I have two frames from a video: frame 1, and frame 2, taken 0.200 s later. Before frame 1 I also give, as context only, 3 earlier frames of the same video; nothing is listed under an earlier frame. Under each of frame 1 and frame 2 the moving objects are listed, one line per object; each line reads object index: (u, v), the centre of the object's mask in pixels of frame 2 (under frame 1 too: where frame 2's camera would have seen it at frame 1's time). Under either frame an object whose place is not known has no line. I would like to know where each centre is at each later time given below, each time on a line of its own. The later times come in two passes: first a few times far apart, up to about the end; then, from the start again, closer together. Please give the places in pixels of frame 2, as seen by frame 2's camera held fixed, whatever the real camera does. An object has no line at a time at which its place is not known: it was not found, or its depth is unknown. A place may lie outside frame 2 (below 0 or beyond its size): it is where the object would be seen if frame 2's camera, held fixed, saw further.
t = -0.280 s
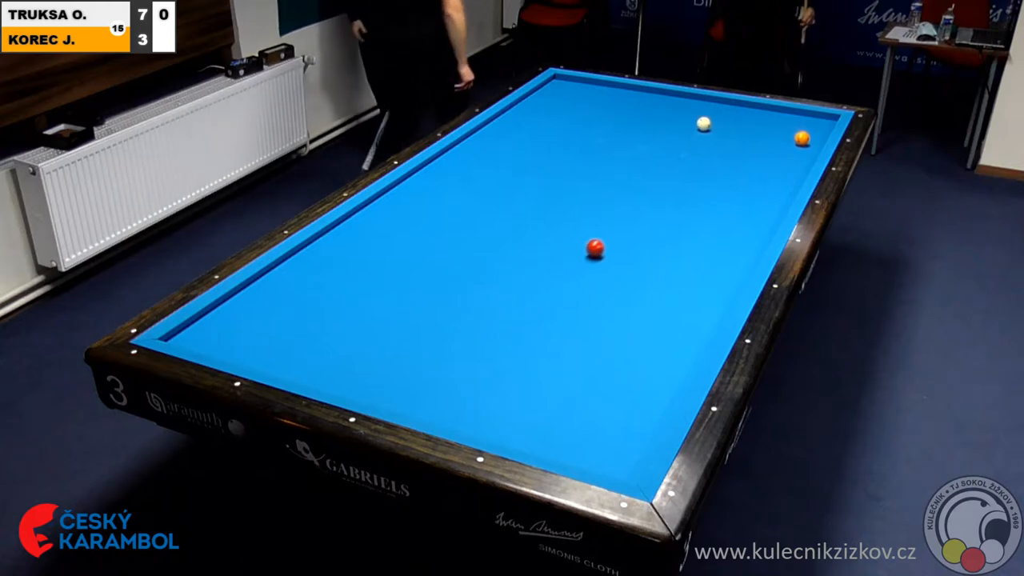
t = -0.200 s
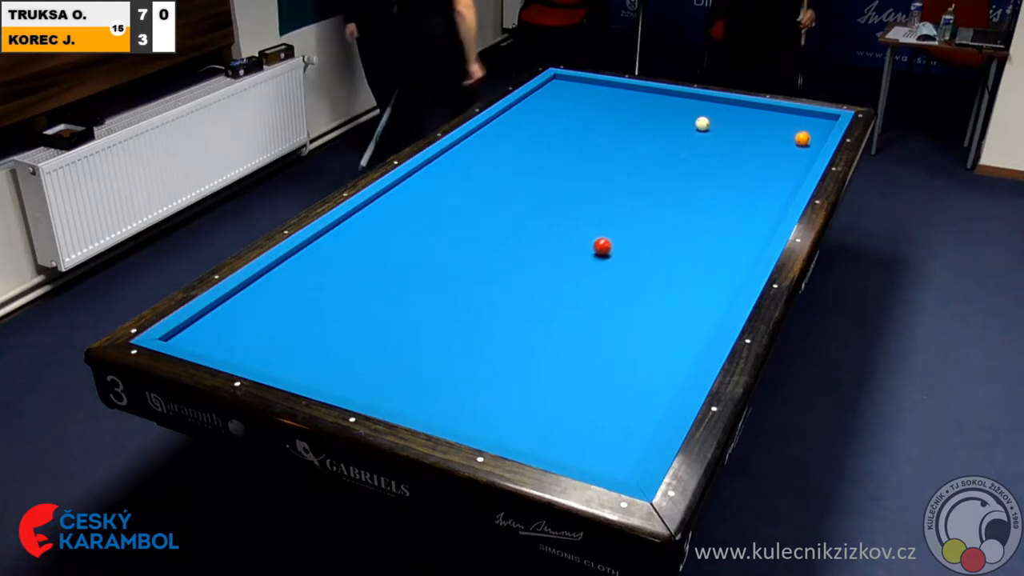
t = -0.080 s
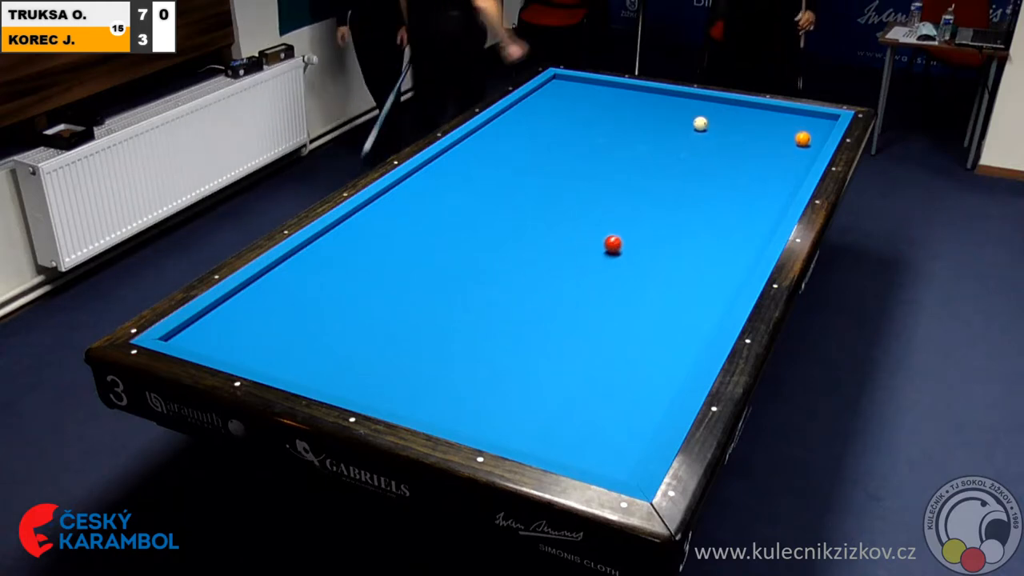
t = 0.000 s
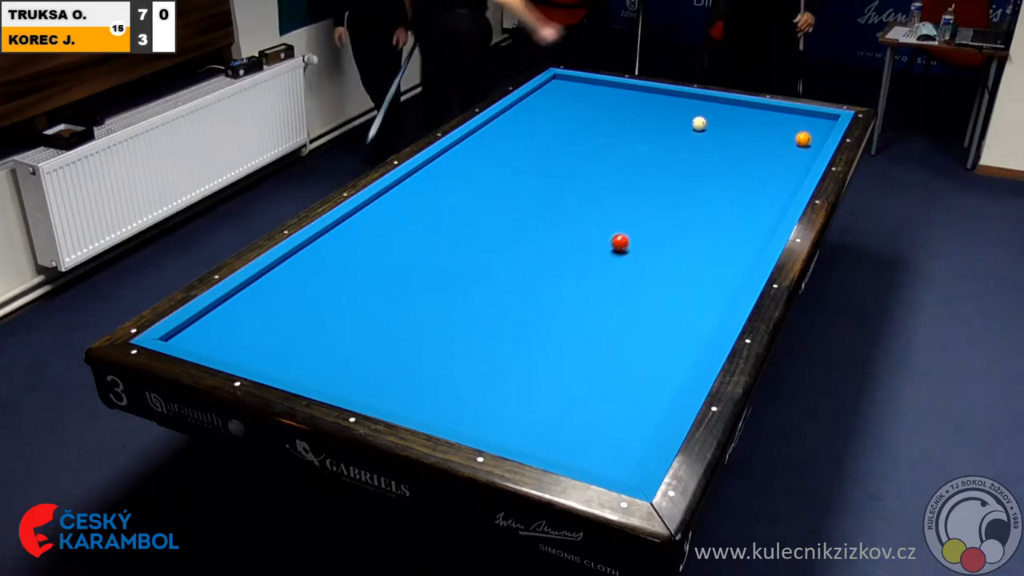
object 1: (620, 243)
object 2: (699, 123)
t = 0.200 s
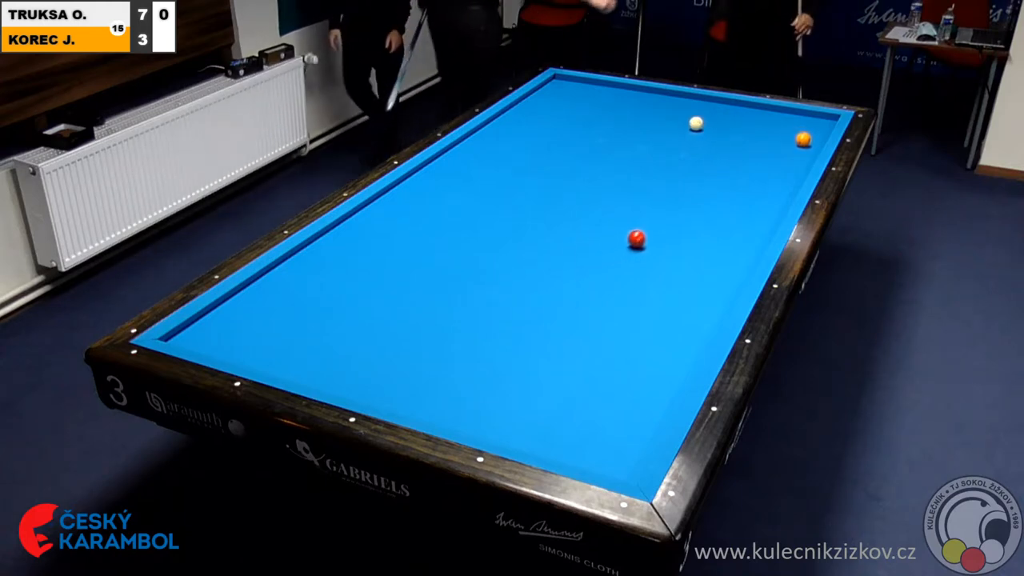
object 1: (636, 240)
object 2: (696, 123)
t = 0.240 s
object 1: (640, 239)
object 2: (696, 123)
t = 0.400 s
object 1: (653, 236)
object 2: (694, 123)
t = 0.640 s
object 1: (671, 232)
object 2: (691, 123)
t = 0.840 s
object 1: (686, 228)
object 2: (690, 123)
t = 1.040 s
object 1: (700, 225)
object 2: (688, 123)
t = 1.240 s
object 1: (713, 222)
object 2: (687, 123)
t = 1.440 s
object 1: (726, 219)
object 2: (687, 123)
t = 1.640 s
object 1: (738, 216)
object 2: (687, 123)
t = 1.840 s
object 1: (750, 213)
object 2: (687, 123)
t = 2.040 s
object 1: (761, 211)
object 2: (687, 123)
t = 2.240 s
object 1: (771, 209)
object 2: (687, 123)
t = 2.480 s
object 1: (782, 205)
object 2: (687, 123)
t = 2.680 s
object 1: (781, 203)
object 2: (687, 123)
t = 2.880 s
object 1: (779, 200)
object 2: (687, 123)
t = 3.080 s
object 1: (777, 197)
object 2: (687, 123)
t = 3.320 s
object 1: (774, 194)
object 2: (687, 123)
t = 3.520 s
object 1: (773, 191)
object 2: (687, 123)
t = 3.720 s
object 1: (771, 189)
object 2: (687, 123)
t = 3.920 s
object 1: (770, 187)
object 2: (687, 123)
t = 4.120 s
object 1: (768, 185)
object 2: (687, 123)
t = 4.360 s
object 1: (767, 183)
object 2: (687, 123)
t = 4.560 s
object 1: (766, 182)
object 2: (687, 123)
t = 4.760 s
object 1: (765, 181)
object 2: (687, 123)
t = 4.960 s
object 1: (765, 180)
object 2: (687, 123)
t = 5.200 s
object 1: (764, 180)
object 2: (687, 123)
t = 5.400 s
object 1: (764, 179)
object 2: (687, 123)
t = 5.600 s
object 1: (763, 179)
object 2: (687, 123)
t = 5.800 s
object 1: (763, 179)
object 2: (687, 123)
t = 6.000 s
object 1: (763, 179)
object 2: (687, 123)
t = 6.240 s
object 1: (763, 179)
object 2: (687, 123)
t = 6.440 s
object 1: (763, 179)
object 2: (687, 123)
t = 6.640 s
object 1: (763, 179)
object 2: (687, 123)
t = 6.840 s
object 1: (763, 179)
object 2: (687, 123)
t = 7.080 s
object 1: (763, 179)
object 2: (687, 123)
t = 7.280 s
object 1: (763, 179)
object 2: (687, 123)
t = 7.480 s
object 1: (763, 179)
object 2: (687, 123)
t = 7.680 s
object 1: (763, 179)
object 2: (687, 123)
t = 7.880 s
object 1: (763, 179)
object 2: (687, 123)
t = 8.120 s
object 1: (763, 179)
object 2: (687, 123)
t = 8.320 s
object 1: (763, 179)
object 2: (687, 123)
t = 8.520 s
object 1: (763, 179)
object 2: (687, 123)
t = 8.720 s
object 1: (763, 179)
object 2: (687, 123)
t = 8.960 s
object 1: (763, 179)
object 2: (687, 123)
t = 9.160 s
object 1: (763, 179)
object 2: (687, 123)
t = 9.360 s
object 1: (763, 179)
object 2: (687, 123)
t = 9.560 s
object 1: (763, 179)
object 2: (687, 123)
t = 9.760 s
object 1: (763, 179)
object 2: (687, 123)
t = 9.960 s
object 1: (763, 179)
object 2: (687, 123)
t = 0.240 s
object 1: (640, 239)
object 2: (696, 123)
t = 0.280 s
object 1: (643, 238)
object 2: (695, 123)
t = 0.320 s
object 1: (646, 238)
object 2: (695, 123)
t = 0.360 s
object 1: (649, 237)
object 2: (694, 123)
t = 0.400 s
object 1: (653, 236)
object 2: (694, 123)
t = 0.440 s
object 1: (656, 235)
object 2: (693, 123)
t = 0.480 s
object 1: (659, 235)
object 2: (693, 123)
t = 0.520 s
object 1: (662, 234)
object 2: (692, 123)
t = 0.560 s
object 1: (665, 233)
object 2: (692, 123)
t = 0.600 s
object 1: (668, 232)
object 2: (691, 123)
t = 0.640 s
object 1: (671, 232)
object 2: (691, 123)
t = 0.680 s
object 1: (674, 231)
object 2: (691, 123)
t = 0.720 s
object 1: (677, 231)
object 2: (691, 123)
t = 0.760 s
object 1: (680, 230)
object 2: (690, 123)
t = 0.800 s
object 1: (683, 229)
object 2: (690, 123)
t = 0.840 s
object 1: (686, 228)
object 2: (690, 123)
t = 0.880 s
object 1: (689, 228)
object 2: (689, 123)
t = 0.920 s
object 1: (691, 227)
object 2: (689, 123)
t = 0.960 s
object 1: (694, 227)
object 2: (689, 123)
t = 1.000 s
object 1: (697, 226)
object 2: (688, 123)
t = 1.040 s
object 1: (700, 225)
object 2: (688, 123)
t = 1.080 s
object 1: (702, 224)
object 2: (688, 123)
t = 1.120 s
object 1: (705, 224)
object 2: (688, 123)
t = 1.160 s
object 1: (708, 223)
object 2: (688, 123)
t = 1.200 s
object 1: (711, 222)
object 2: (688, 123)
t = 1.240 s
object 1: (713, 222)
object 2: (687, 123)
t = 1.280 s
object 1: (716, 221)
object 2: (687, 123)
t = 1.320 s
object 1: (718, 221)
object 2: (687, 123)
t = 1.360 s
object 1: (721, 220)
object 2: (687, 123)
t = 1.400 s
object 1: (724, 220)
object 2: (687, 123)
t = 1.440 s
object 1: (726, 219)
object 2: (687, 123)
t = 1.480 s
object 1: (729, 218)
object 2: (687, 123)
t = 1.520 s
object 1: (731, 218)
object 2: (687, 123)
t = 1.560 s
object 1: (734, 217)
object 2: (687, 123)
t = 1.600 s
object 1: (736, 217)
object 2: (686, 123)
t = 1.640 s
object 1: (738, 216)
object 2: (687, 123)
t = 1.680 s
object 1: (741, 215)
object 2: (686, 123)
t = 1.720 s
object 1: (743, 215)
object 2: (687, 123)
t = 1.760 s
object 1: (745, 214)
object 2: (687, 123)
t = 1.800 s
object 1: (747, 214)
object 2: (687, 123)
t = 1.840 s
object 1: (750, 213)
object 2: (687, 123)
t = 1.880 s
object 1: (752, 213)
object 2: (687, 123)
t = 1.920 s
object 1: (754, 212)
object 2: (687, 123)
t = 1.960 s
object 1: (756, 212)
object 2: (687, 123)
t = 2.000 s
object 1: (759, 211)
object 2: (687, 123)
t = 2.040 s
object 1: (761, 211)
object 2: (687, 123)
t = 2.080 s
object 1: (763, 210)
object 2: (687, 123)
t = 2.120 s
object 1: (765, 210)
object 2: (687, 123)
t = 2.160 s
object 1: (767, 209)
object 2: (687, 123)
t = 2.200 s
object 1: (769, 209)
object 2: (687, 123)
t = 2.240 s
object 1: (771, 209)
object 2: (687, 123)
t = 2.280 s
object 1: (773, 208)
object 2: (687, 123)
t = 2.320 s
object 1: (775, 208)
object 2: (687, 123)
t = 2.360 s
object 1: (777, 207)
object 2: (687, 123)
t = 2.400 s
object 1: (779, 207)
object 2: (687, 123)
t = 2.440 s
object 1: (781, 206)
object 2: (687, 123)
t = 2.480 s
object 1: (782, 205)
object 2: (687, 123)
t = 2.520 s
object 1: (782, 205)
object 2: (687, 123)
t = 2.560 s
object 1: (782, 204)
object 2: (687, 123)
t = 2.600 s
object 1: (781, 204)
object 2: (687, 123)
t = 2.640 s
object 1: (781, 203)
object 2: (687, 123)
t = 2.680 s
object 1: (781, 203)
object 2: (687, 123)
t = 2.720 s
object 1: (780, 202)
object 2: (687, 123)
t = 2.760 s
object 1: (780, 201)
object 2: (687, 123)
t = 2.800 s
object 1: (780, 201)
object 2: (687, 123)
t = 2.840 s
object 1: (779, 200)
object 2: (687, 123)
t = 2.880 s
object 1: (779, 200)
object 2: (687, 123)
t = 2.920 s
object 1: (778, 199)
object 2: (687, 123)
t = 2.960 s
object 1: (778, 199)
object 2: (687, 123)
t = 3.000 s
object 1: (777, 198)
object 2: (687, 123)
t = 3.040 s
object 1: (777, 197)
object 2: (687, 123)
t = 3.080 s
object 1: (777, 197)
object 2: (687, 123)
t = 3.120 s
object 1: (776, 196)
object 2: (687, 123)
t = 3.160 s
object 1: (776, 196)
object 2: (687, 123)
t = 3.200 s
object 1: (775, 195)
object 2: (687, 123)
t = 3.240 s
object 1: (775, 195)
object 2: (687, 123)
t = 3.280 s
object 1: (775, 194)
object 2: (687, 123)
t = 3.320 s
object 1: (774, 194)
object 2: (687, 123)
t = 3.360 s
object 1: (774, 193)
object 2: (687, 123)
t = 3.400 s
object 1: (774, 193)
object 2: (687, 123)
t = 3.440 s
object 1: (773, 192)
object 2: (687, 123)
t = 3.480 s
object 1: (773, 192)
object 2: (687, 123)
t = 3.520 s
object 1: (773, 191)
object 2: (687, 123)
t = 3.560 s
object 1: (772, 191)
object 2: (687, 123)
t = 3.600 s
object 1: (772, 190)
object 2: (687, 123)
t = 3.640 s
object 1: (772, 190)
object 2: (687, 123)
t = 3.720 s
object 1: (771, 189)
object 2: (687, 123)
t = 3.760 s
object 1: (771, 189)
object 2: (687, 123)
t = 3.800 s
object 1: (770, 188)
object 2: (687, 123)
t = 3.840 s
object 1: (770, 188)
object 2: (687, 123)
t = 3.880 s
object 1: (770, 187)
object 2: (687, 123)
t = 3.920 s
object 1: (770, 187)
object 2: (687, 123)
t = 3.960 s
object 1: (769, 187)
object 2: (687, 123)
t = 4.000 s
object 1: (769, 186)
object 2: (687, 123)
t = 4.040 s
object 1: (769, 186)
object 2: (687, 123)
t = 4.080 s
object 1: (769, 186)
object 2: (687, 123)
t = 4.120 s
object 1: (768, 185)
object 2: (687, 123)
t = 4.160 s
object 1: (768, 185)
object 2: (687, 123)
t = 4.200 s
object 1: (768, 184)
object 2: (687, 123)
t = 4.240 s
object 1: (768, 184)
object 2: (687, 123)
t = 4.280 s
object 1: (768, 184)
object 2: (687, 123)
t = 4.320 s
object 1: (767, 184)
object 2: (687, 123)
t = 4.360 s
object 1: (767, 183)
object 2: (687, 123)
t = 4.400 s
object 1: (767, 183)
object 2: (687, 123)
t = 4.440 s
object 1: (767, 183)
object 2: (687, 123)
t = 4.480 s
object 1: (767, 183)
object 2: (687, 123)
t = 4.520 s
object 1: (766, 182)
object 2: (687, 123)
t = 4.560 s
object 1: (766, 182)
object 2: (687, 123)
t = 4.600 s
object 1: (766, 182)
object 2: (687, 123)
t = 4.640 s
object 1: (766, 182)
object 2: (687, 123)
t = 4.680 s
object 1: (766, 182)
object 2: (687, 123)
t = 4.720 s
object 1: (766, 181)
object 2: (687, 123)
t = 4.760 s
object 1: (765, 181)
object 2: (687, 123)
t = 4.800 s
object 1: (765, 181)
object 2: (687, 123)
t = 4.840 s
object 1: (765, 181)
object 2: (687, 123)
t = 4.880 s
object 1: (765, 181)
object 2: (687, 123)
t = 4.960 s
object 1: (765, 180)
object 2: (687, 123)
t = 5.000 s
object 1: (765, 180)
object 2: (687, 123)
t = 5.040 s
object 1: (764, 180)
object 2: (687, 123)
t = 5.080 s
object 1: (764, 180)
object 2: (687, 123)
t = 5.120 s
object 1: (764, 180)
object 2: (687, 123)
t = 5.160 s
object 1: (764, 180)
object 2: (687, 123)
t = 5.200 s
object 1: (764, 180)
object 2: (687, 123)
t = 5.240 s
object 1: (764, 180)
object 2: (687, 123)
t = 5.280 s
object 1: (764, 180)
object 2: (687, 123)
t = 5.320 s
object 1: (764, 179)
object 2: (687, 123)
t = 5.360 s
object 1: (764, 179)
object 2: (687, 123)
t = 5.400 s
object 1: (764, 179)
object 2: (687, 123)
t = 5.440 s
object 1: (763, 179)
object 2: (687, 123)
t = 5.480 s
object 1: (763, 179)
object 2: (687, 123)
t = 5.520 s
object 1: (763, 179)
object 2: (687, 123)
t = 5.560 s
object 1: (763, 179)
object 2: (687, 123)
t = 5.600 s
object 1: (763, 179)
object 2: (687, 123)
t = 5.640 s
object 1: (763, 179)
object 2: (687, 123)
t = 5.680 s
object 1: (763, 179)
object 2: (687, 123)
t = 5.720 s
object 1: (763, 179)
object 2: (687, 123)
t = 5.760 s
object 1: (763, 179)
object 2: (687, 123)
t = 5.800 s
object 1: (763, 179)
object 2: (687, 123)
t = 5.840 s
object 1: (763, 179)
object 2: (687, 123)
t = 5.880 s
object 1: (763, 179)
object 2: (687, 123)
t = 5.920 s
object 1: (763, 179)
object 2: (687, 123)
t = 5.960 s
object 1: (763, 179)
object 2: (687, 123)
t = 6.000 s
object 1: (763, 179)
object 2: (687, 123)
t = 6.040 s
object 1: (763, 179)
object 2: (687, 123)
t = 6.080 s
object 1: (763, 179)
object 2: (687, 123)
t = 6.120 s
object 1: (763, 179)
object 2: (687, 123)
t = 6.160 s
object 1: (763, 179)
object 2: (687, 123)
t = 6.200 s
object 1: (763, 179)
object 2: (687, 123)
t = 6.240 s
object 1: (763, 179)
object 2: (687, 123)
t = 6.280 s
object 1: (763, 179)
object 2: (687, 123)
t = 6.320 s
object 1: (763, 179)
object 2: (687, 123)
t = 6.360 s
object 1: (763, 179)
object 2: (687, 123)
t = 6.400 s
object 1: (763, 179)
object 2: (687, 123)
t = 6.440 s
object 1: (763, 179)
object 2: (687, 123)
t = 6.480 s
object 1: (763, 179)
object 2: (687, 123)
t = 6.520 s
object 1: (763, 179)
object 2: (687, 123)
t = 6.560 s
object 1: (763, 179)
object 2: (687, 123)
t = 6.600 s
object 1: (763, 179)
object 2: (687, 123)
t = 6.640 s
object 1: (763, 179)
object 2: (687, 123)
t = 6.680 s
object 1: (763, 179)
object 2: (687, 123)
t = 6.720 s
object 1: (763, 179)
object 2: (687, 123)
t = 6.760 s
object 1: (763, 179)
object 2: (687, 123)
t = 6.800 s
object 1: (763, 179)
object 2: (687, 123)
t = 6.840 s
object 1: (763, 179)
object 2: (687, 123)
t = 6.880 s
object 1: (763, 179)
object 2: (687, 123)
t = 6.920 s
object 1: (763, 179)
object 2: (687, 123)
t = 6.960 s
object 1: (763, 179)
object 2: (687, 123)
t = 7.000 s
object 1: (763, 179)
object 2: (687, 123)
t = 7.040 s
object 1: (763, 179)
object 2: (687, 123)
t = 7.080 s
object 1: (763, 179)
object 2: (687, 123)
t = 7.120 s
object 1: (763, 179)
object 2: (687, 123)
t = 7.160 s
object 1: (763, 179)
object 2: (687, 123)
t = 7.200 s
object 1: (763, 179)
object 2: (687, 123)
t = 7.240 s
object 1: (763, 179)
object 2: (687, 123)
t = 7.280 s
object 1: (763, 179)
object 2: (687, 123)
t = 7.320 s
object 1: (763, 179)
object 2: (687, 123)
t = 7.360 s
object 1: (763, 179)
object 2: (687, 123)
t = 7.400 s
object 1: (763, 179)
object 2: (687, 123)
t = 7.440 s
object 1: (763, 179)
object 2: (687, 123)
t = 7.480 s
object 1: (763, 179)
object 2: (687, 123)
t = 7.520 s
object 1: (763, 179)
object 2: (687, 123)
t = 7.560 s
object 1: (763, 179)
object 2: (687, 123)
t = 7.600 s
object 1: (763, 179)
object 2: (687, 123)
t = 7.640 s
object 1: (763, 179)
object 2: (687, 123)
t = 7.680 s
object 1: (763, 179)
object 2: (687, 123)
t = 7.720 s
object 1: (763, 179)
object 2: (687, 123)
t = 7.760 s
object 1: (763, 179)
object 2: (687, 123)
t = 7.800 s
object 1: (763, 179)
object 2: (687, 123)
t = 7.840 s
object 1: (763, 179)
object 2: (687, 123)
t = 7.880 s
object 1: (763, 179)
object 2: (687, 123)
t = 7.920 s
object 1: (763, 179)
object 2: (687, 123)
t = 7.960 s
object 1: (763, 179)
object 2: (687, 123)
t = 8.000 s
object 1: (763, 179)
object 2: (687, 123)
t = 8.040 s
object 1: (763, 179)
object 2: (687, 123)
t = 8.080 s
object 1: (763, 179)
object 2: (687, 123)
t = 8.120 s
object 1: (763, 179)
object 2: (687, 123)
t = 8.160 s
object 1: (763, 179)
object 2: (687, 123)
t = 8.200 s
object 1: (763, 179)
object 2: (687, 123)
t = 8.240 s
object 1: (763, 179)
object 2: (687, 123)
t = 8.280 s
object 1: (763, 179)
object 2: (687, 123)
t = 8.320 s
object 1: (763, 179)
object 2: (687, 123)
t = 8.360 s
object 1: (763, 179)
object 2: (687, 123)
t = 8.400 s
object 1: (763, 179)
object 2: (687, 123)
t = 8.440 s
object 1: (763, 179)
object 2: (687, 123)
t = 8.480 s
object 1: (763, 179)
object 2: (687, 123)
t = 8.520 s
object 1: (763, 179)
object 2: (687, 123)
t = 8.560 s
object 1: (763, 179)
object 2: (687, 123)
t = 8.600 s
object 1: (763, 179)
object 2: (687, 123)
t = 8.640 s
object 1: (763, 179)
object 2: (687, 123)
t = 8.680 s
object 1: (763, 179)
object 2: (687, 123)
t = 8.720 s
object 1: (763, 179)
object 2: (687, 123)
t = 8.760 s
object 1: (763, 179)
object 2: (687, 123)
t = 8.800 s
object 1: (763, 179)
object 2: (687, 123)
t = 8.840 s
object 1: (763, 179)
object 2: (687, 123)
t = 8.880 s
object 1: (763, 179)
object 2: (687, 123)
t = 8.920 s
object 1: (763, 179)
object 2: (687, 123)
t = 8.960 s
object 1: (763, 179)
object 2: (687, 123)
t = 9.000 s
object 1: (763, 179)
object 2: (687, 123)
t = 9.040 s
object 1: (763, 179)
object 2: (687, 123)
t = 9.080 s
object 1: (763, 179)
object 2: (687, 123)
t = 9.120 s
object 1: (763, 179)
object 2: (687, 123)
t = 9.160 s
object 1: (763, 179)
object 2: (687, 123)
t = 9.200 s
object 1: (763, 179)
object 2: (687, 123)
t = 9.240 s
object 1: (763, 179)
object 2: (687, 123)
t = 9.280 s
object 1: (763, 179)
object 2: (687, 123)
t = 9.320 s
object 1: (763, 179)
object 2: (687, 123)
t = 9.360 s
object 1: (763, 179)
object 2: (687, 123)
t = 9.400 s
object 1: (763, 179)
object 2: (687, 123)
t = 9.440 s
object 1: (763, 179)
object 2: (687, 123)
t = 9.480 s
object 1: (763, 179)
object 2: (687, 123)
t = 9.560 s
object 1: (763, 179)
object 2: (687, 123)
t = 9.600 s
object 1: (763, 179)
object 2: (687, 123)
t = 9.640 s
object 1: (763, 179)
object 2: (687, 123)
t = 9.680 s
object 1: (763, 179)
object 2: (687, 123)
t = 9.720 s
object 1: (763, 179)
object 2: (687, 123)
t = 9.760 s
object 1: (763, 179)
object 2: (687, 123)
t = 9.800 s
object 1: (763, 179)
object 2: (687, 123)
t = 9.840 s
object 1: (763, 179)
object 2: (687, 123)
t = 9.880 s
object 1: (763, 179)
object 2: (687, 123)
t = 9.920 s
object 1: (763, 179)
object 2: (687, 123)
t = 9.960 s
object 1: (763, 179)
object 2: (687, 123)
